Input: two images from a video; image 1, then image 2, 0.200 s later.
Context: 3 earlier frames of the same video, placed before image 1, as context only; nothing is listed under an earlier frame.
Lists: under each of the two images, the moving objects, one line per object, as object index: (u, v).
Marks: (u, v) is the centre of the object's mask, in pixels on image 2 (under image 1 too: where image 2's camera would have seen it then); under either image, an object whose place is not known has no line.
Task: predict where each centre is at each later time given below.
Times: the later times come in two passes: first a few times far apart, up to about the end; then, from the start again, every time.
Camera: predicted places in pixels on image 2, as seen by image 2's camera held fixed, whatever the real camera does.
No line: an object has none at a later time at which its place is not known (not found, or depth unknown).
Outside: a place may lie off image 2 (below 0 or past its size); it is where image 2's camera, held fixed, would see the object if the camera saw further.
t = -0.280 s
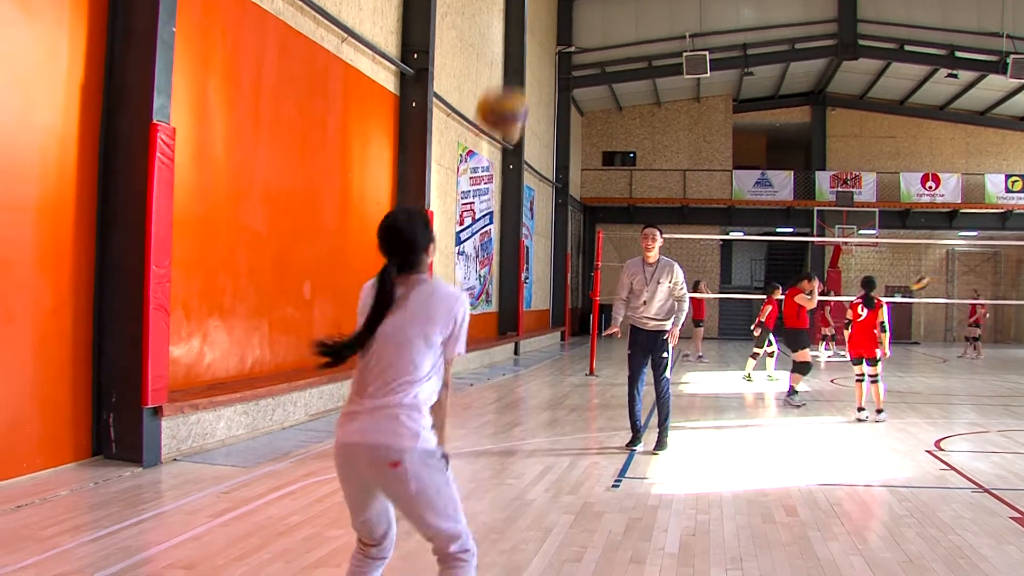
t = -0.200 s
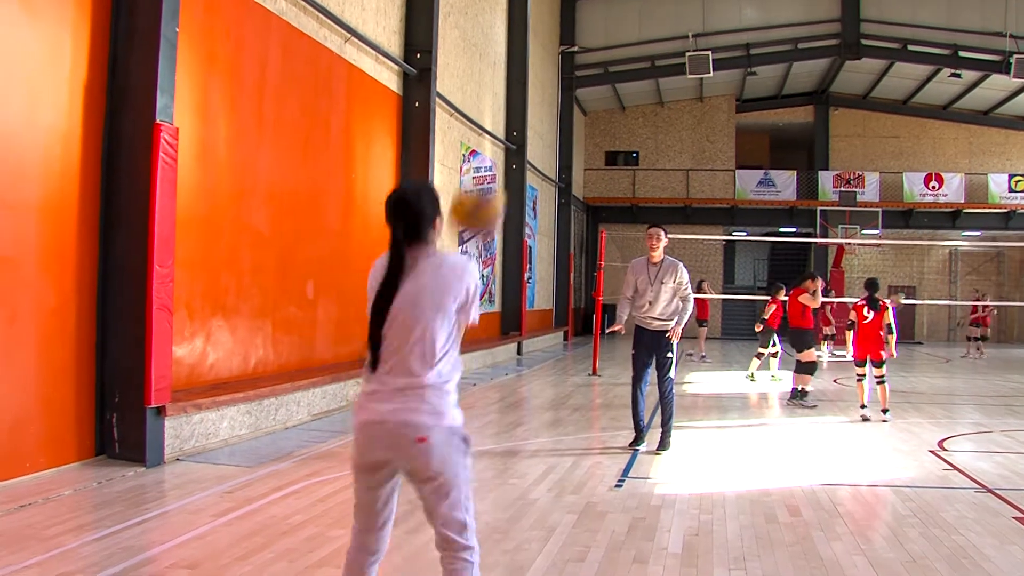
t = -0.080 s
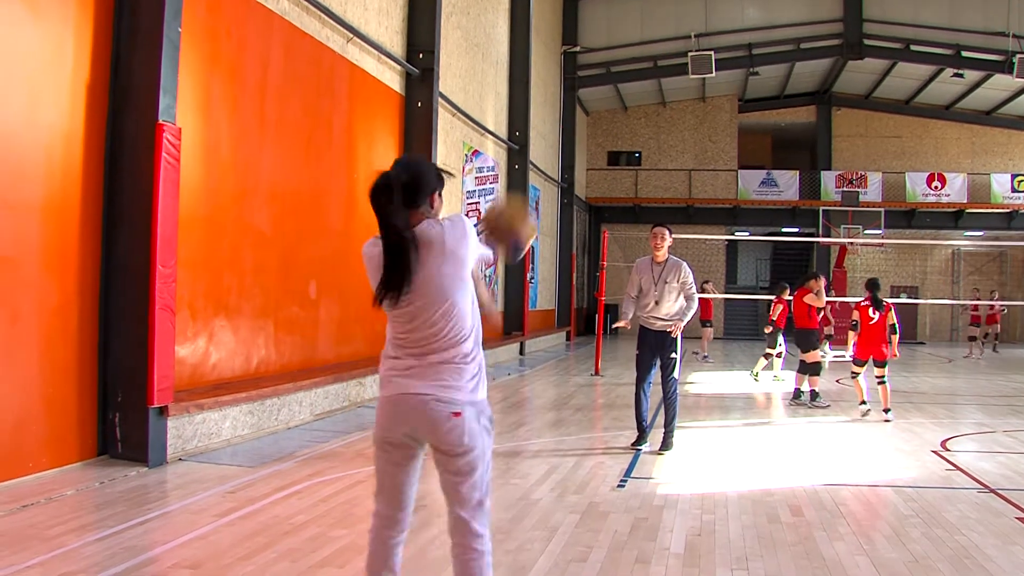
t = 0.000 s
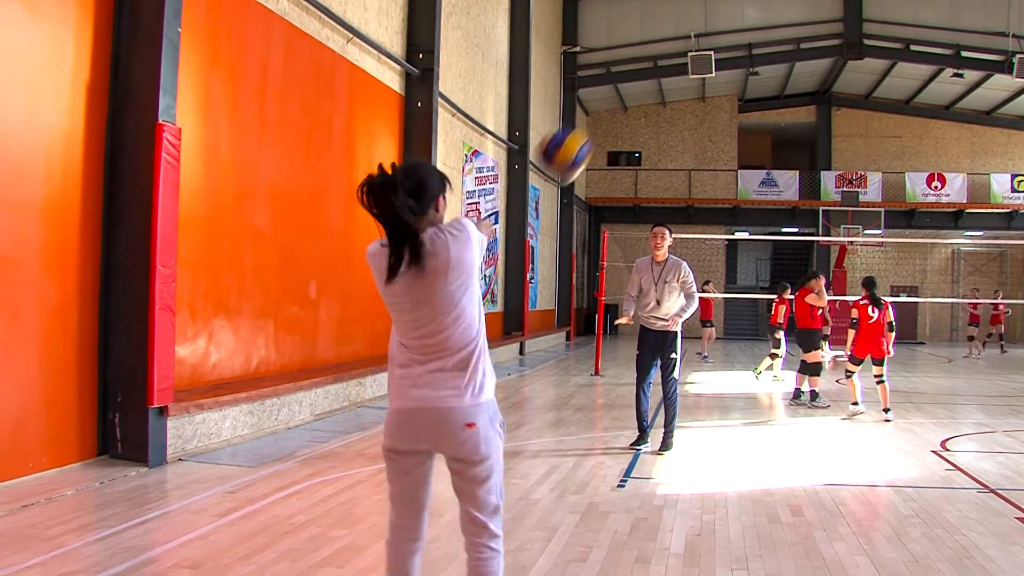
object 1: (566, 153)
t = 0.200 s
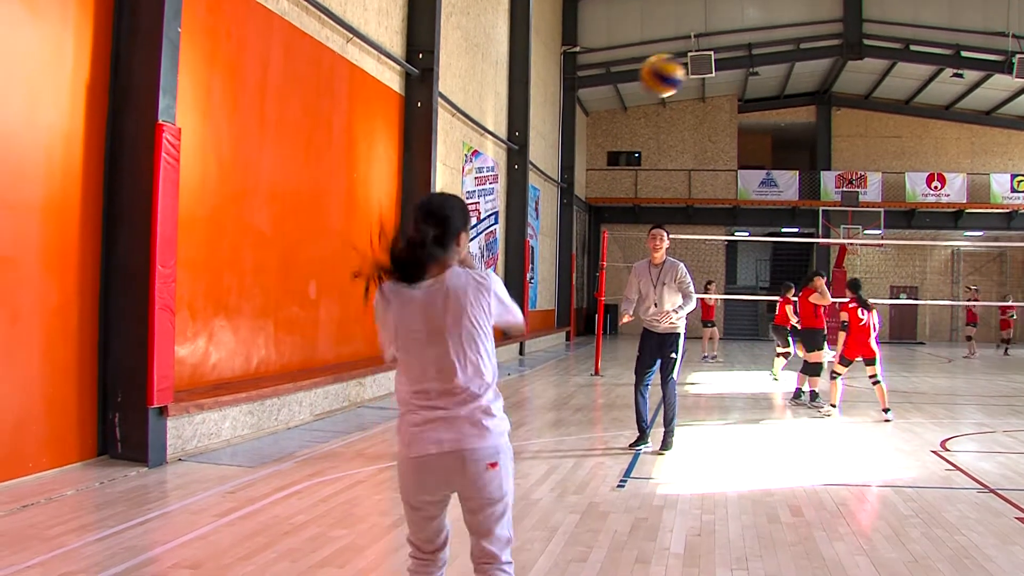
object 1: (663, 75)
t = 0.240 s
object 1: (678, 72)
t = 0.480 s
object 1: (752, 114)
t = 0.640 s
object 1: (789, 181)
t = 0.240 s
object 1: (678, 72)
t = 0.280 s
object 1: (692, 72)
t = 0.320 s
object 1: (706, 76)
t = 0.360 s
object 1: (720, 83)
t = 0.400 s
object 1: (731, 91)
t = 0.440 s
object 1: (742, 102)
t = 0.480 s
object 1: (752, 114)
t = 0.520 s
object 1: (762, 129)
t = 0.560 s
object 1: (771, 145)
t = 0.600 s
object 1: (779, 160)
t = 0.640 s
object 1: (789, 181)
